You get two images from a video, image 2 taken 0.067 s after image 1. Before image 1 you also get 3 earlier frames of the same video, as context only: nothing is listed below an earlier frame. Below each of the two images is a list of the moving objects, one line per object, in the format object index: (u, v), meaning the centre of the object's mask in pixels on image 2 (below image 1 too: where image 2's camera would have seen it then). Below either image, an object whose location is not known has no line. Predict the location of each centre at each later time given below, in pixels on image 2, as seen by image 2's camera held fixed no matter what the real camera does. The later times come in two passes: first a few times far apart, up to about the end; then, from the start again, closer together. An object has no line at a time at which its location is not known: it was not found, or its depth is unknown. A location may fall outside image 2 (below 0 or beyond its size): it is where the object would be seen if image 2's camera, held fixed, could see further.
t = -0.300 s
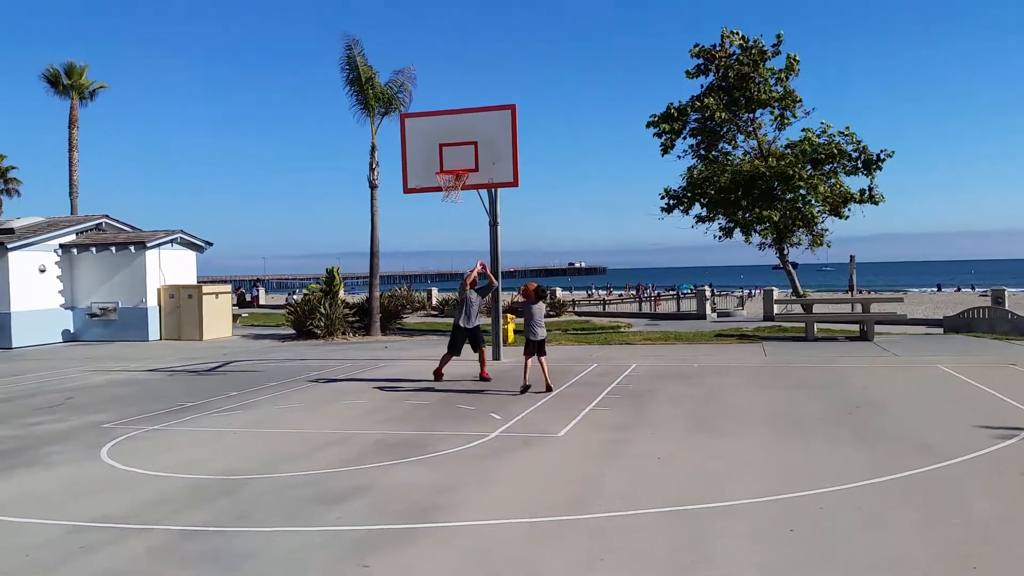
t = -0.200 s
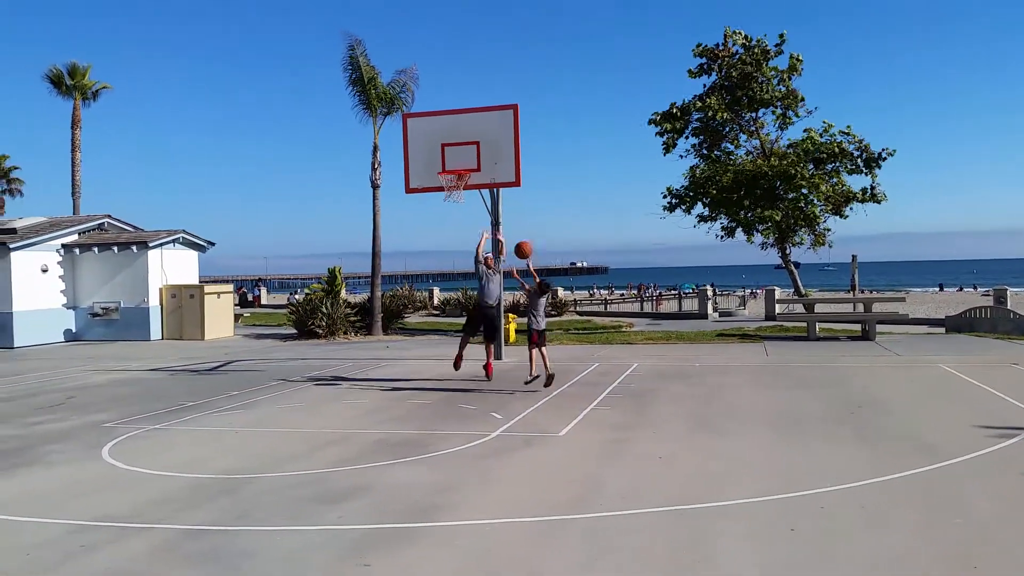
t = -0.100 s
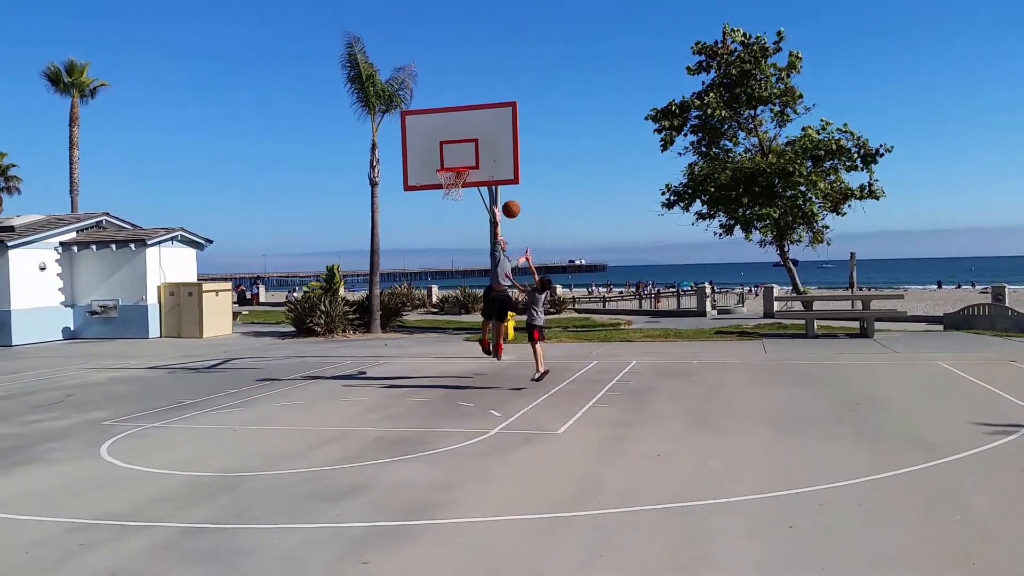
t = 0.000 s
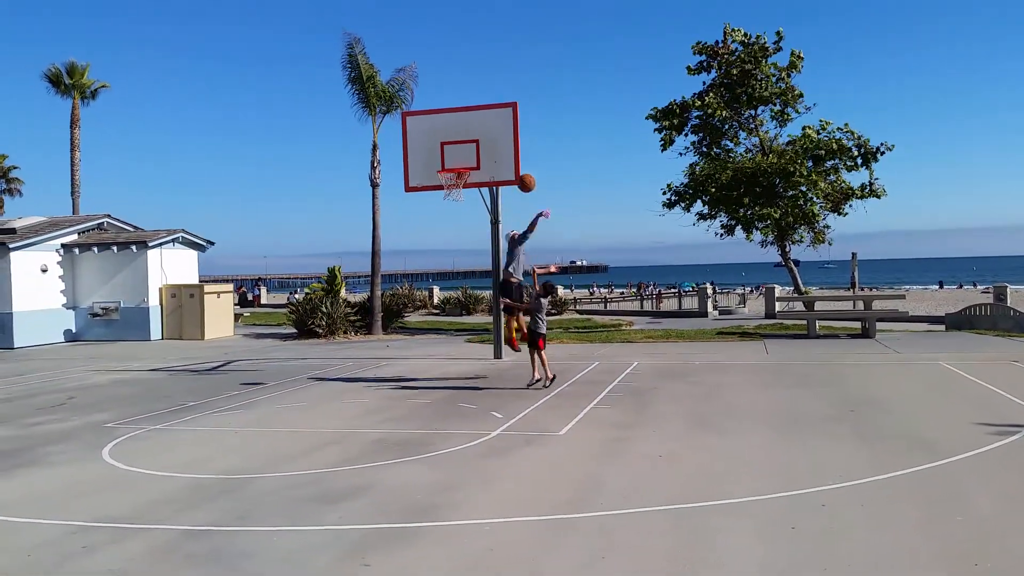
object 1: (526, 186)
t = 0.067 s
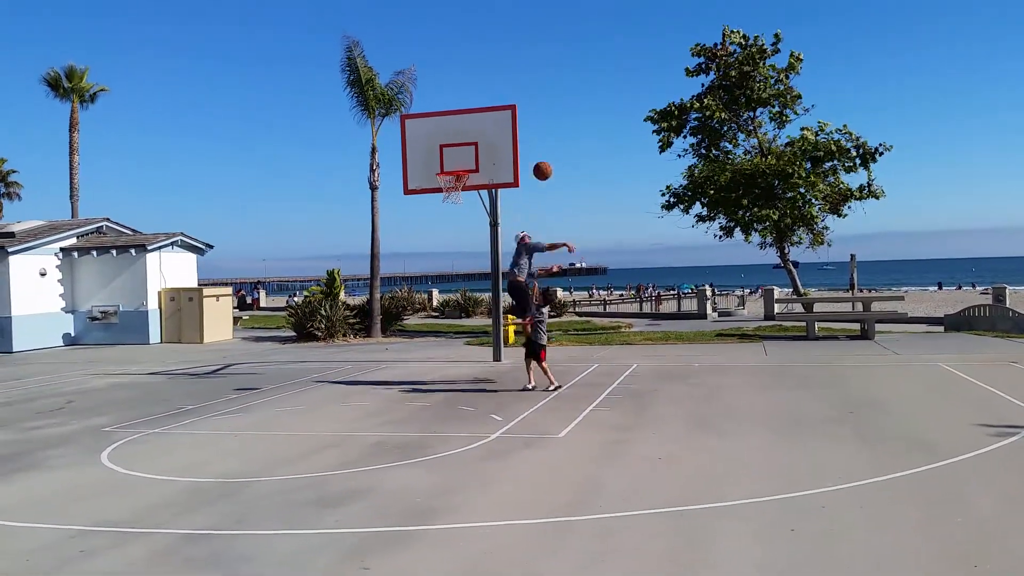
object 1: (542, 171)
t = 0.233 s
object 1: (590, 146)
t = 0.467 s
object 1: (665, 147)
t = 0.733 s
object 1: (773, 213)
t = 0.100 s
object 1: (551, 165)
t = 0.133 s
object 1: (561, 159)
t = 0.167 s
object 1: (570, 154)
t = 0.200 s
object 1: (579, 150)
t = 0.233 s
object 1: (590, 146)
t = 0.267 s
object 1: (600, 144)
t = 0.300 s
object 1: (610, 142)
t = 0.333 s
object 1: (620, 141)
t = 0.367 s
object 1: (631, 141)
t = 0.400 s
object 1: (643, 142)
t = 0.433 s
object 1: (654, 144)
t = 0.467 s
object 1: (665, 147)
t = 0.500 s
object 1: (678, 151)
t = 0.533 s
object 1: (691, 156)
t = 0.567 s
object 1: (703, 163)
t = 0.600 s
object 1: (716, 170)
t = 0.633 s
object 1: (730, 179)
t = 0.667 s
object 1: (743, 189)
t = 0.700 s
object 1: (758, 201)
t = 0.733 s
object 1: (773, 213)
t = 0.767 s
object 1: (785, 228)
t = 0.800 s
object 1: (802, 245)
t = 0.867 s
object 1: (836, 282)
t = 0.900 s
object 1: (854, 304)
